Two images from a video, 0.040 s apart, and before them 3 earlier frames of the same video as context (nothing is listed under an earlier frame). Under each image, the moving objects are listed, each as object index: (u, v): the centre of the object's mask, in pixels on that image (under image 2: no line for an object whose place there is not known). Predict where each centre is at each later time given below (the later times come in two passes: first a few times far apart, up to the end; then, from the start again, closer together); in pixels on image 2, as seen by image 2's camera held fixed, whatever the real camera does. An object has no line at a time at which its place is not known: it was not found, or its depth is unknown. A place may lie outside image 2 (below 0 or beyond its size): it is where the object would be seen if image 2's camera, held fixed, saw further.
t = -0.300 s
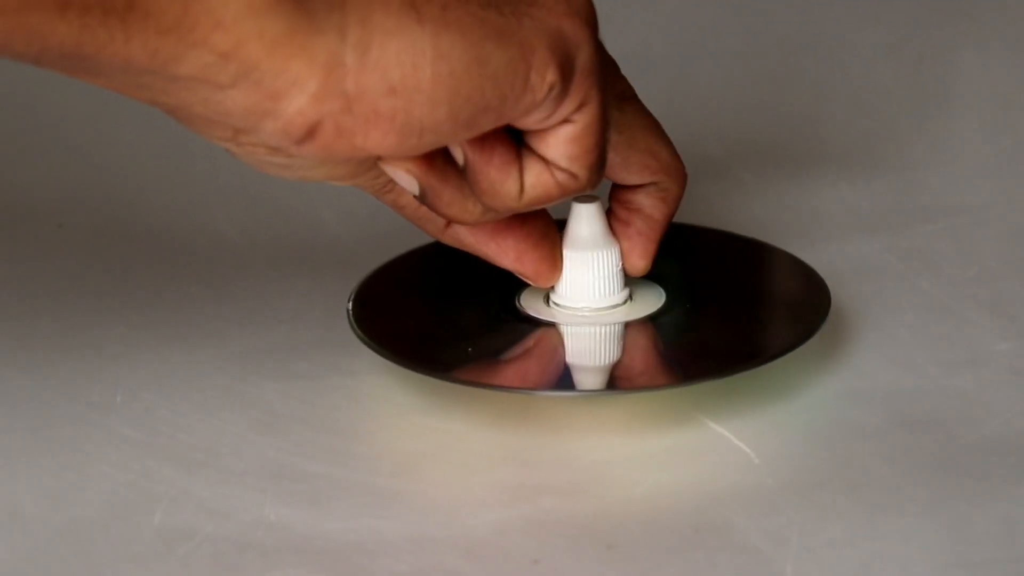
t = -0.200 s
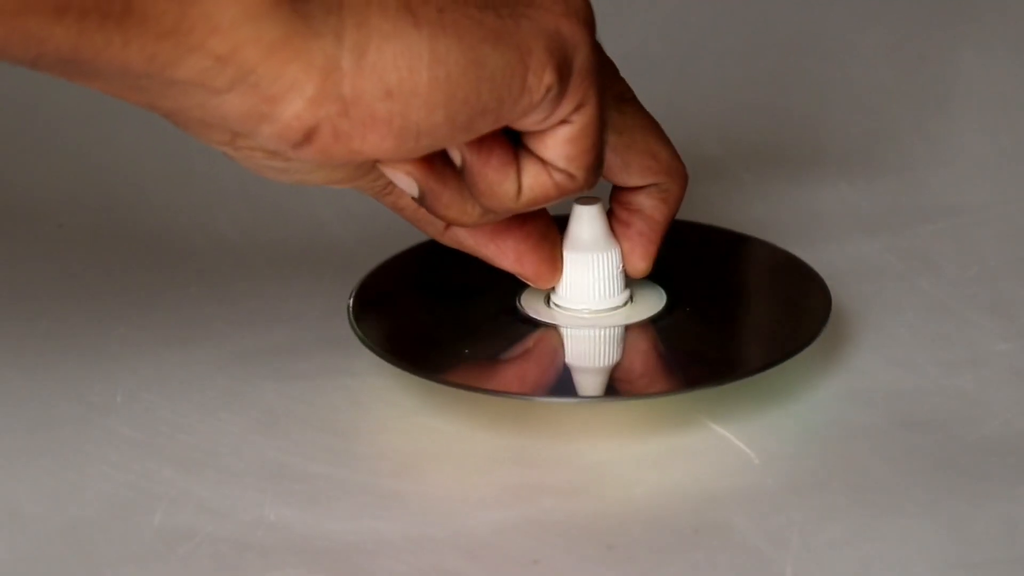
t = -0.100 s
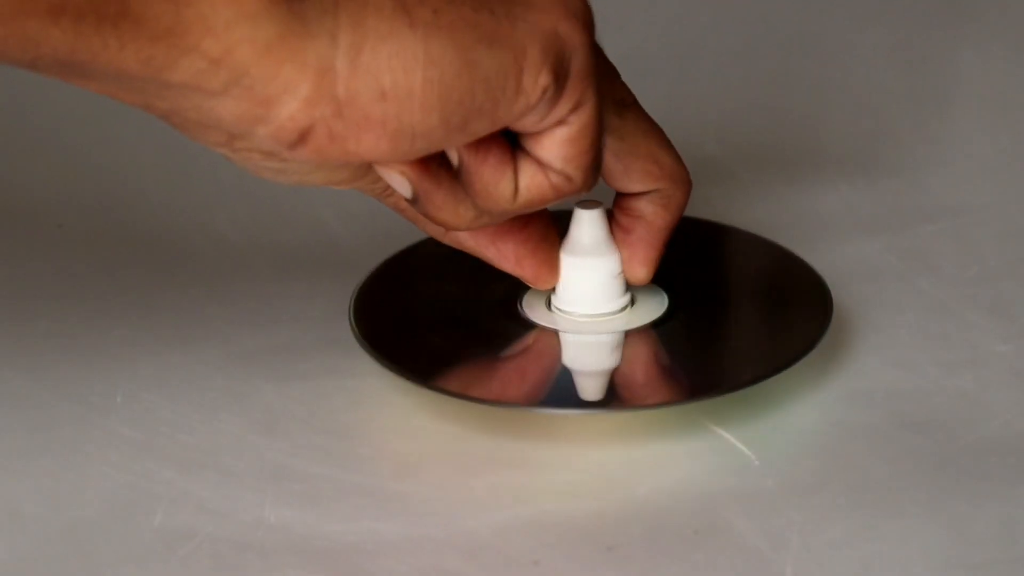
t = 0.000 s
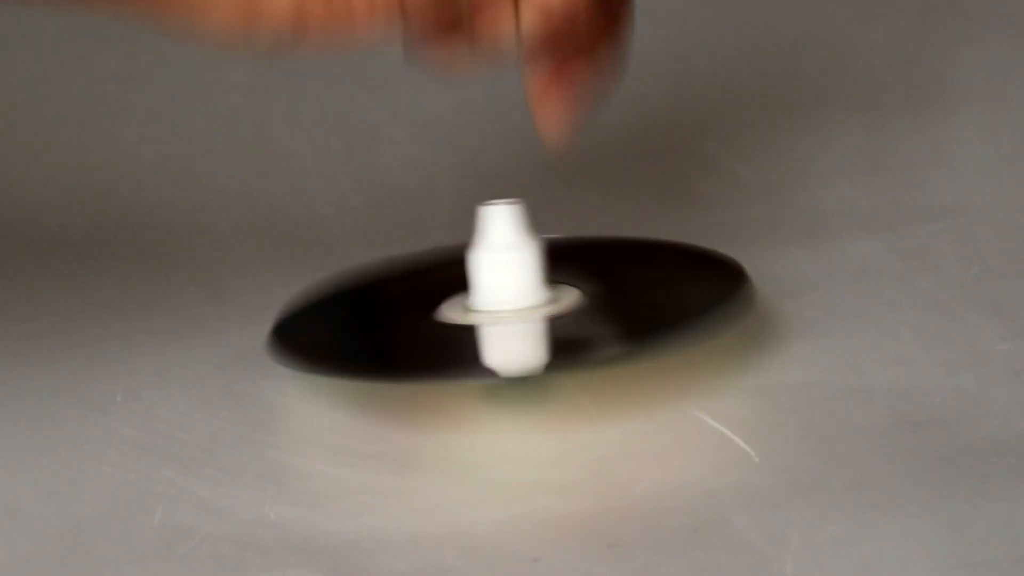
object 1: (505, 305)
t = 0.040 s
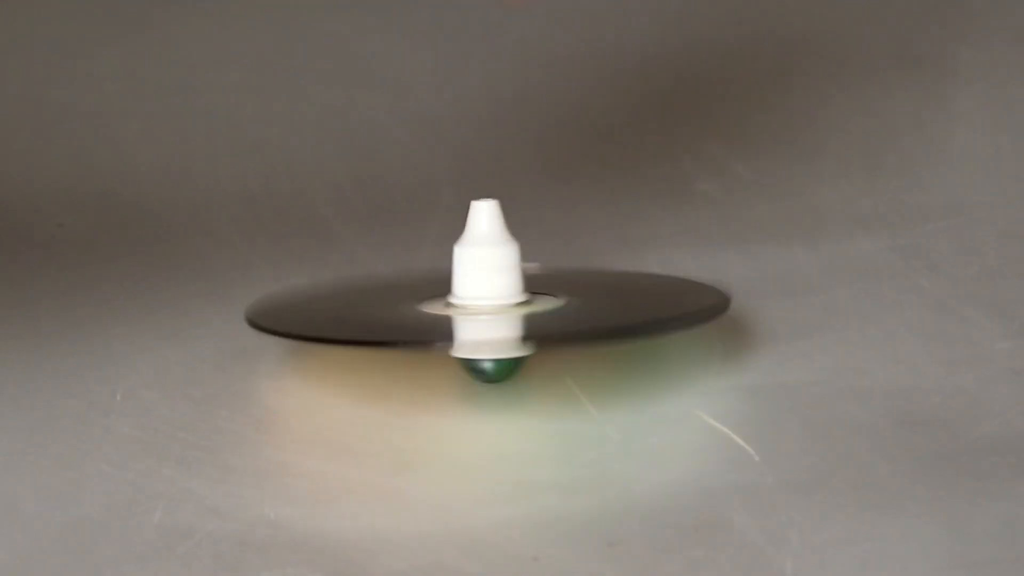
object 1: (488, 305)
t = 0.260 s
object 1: (412, 308)
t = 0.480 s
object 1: (354, 301)
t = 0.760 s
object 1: (304, 280)
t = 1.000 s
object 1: (293, 260)
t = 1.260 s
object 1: (314, 236)
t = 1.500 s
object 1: (356, 217)
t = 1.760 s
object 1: (419, 203)
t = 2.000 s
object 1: (483, 198)
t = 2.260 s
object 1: (550, 202)
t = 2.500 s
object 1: (601, 213)
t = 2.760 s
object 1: (634, 231)
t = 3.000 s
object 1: (642, 250)
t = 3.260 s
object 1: (623, 270)
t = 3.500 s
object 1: (586, 287)
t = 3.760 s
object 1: (532, 299)
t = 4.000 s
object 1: (481, 302)
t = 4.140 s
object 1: (455, 300)
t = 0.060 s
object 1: (483, 306)
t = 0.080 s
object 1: (473, 306)
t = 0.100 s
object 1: (468, 306)
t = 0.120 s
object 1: (460, 306)
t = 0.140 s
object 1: (454, 307)
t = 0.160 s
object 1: (446, 307)
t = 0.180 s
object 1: (441, 307)
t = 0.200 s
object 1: (435, 307)
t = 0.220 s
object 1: (429, 307)
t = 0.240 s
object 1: (421, 308)
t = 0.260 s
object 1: (412, 308)
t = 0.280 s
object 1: (408, 307)
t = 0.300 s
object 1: (404, 306)
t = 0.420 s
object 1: (370, 303)
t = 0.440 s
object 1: (365, 302)
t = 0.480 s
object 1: (354, 301)
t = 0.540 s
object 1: (340, 297)
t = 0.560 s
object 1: (337, 296)
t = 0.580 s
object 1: (333, 295)
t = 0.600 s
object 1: (329, 294)
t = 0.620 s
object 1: (323, 292)
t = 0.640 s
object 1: (320, 290)
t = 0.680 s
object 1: (316, 287)
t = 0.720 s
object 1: (310, 285)
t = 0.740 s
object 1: (306, 283)
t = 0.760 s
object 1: (304, 280)
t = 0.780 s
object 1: (303, 278)
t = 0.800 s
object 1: (302, 277)
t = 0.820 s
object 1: (300, 276)
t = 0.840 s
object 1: (298, 275)
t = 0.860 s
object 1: (296, 273)
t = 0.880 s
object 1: (295, 270)
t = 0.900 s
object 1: (295, 268)
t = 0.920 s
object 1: (295, 267)
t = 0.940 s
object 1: (295, 266)
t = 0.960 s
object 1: (294, 264)
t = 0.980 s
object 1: (293, 263)
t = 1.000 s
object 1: (293, 260)
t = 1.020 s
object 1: (294, 257)
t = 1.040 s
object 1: (295, 256)
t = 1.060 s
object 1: (297, 255)
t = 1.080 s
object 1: (297, 253)
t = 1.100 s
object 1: (297, 252)
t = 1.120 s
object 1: (298, 249)
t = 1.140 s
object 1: (301, 246)
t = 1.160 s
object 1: (303, 245)
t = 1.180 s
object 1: (305, 243)
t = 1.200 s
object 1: (307, 242)
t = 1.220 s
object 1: (309, 241)
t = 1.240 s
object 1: (310, 238)
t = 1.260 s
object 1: (314, 236)
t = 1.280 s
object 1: (318, 234)
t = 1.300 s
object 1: (320, 233)
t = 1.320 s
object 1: (323, 232)
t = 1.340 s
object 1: (326, 230)
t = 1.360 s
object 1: (329, 228)
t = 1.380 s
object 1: (332, 226)
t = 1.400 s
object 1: (337, 224)
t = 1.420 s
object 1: (341, 223)
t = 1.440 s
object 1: (344, 222)
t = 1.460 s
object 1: (348, 221)
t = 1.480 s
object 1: (352, 220)
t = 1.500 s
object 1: (356, 217)
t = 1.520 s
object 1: (361, 215)
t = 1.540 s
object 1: (366, 214)
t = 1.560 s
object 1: (370, 214)
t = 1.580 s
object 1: (375, 213)
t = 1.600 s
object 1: (379, 212)
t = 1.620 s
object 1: (383, 210)
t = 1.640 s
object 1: (389, 208)
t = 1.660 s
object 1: (395, 207)
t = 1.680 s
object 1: (400, 207)
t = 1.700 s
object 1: (404, 207)
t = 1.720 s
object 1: (409, 206)
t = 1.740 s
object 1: (414, 205)
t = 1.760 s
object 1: (419, 203)
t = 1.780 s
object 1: (425, 202)
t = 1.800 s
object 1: (431, 202)
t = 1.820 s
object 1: (435, 202)
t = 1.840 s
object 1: (441, 201)
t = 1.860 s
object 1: (446, 201)
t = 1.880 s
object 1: (451, 200)
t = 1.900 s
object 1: (457, 199)
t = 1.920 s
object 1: (463, 199)
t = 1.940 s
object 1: (468, 199)
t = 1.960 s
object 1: (473, 199)
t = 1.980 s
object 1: (478, 199)
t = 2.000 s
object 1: (483, 198)
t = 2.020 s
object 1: (489, 197)
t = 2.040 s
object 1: (495, 197)
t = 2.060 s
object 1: (500, 198)
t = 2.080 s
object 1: (505, 198)
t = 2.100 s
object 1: (511, 199)
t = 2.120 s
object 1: (516, 199)
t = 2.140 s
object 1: (521, 198)
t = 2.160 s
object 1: (526, 198)
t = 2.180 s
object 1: (532, 199)
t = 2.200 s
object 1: (536, 200)
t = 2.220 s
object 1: (541, 201)
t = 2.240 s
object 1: (546, 201)
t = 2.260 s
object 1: (550, 202)
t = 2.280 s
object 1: (555, 201)
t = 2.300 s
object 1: (560, 202)
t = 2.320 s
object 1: (565, 203)
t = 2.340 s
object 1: (569, 204)
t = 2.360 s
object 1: (573, 205)
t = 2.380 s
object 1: (577, 206)
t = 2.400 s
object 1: (581, 207)
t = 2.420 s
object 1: (586, 207)
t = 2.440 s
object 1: (590, 208)
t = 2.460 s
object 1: (594, 210)
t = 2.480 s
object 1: (598, 211)
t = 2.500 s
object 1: (601, 213)
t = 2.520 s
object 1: (604, 213)
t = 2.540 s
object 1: (607, 214)
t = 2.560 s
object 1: (611, 215)
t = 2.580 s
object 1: (614, 216)
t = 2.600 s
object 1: (617, 219)
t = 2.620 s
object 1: (620, 220)
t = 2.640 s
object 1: (622, 221)
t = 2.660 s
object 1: (623, 222)
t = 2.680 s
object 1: (626, 223)
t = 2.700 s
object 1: (629, 224)
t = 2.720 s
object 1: (631, 226)
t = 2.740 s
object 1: (633, 229)
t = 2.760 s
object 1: (634, 231)
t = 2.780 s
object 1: (635, 232)
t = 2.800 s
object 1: (636, 233)
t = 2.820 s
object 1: (638, 234)
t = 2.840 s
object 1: (639, 235)
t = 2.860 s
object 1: (641, 238)
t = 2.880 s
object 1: (641, 240)
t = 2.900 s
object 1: (641, 242)
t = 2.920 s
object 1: (641, 243)
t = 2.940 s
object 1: (641, 244)
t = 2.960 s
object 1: (642, 245)
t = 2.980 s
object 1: (642, 247)
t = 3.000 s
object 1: (642, 250)
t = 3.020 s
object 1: (641, 252)
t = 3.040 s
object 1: (639, 254)
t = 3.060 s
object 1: (638, 255)
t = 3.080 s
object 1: (638, 256)
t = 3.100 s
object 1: (637, 257)
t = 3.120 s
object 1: (636, 259)
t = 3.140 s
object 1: (635, 262)
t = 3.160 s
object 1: (633, 264)
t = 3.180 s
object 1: (630, 265)
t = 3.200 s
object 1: (628, 266)
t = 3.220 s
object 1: (627, 267)
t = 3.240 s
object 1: (625, 268)
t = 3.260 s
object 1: (623, 270)
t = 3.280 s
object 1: (621, 273)
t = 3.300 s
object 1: (617, 275)
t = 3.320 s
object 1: (614, 276)
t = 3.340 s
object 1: (611, 277)
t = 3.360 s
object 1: (609, 278)
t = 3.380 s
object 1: (607, 279)
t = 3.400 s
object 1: (604, 281)
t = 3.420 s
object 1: (600, 283)
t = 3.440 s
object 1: (596, 285)
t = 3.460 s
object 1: (591, 285)
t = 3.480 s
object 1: (588, 286)
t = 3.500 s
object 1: (586, 287)
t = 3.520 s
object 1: (583, 288)
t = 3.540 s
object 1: (579, 290)
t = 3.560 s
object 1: (575, 292)
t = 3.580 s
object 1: (570, 293)
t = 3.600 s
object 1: (565, 293)
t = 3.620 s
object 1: (561, 294)
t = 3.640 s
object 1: (558, 295)
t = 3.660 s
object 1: (554, 295)
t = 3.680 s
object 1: (550, 297)
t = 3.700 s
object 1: (546, 298)
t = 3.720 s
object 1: (540, 298)
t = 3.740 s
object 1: (535, 298)
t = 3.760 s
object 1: (532, 299)
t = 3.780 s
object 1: (529, 299)
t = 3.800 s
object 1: (524, 300)
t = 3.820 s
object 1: (520, 301)
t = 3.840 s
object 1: (515, 302)
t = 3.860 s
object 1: (510, 302)
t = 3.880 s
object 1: (506, 301)
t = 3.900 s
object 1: (502, 301)
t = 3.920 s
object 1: (499, 301)
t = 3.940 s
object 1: (495, 302)
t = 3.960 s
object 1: (491, 302)
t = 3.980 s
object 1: (486, 303)
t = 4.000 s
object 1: (481, 302)
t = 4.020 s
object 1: (477, 302)
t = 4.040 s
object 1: (474, 301)
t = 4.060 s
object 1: (471, 301)
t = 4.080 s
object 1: (467, 301)
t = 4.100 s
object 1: (463, 301)
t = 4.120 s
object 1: (459, 301)
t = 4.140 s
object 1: (455, 300)
